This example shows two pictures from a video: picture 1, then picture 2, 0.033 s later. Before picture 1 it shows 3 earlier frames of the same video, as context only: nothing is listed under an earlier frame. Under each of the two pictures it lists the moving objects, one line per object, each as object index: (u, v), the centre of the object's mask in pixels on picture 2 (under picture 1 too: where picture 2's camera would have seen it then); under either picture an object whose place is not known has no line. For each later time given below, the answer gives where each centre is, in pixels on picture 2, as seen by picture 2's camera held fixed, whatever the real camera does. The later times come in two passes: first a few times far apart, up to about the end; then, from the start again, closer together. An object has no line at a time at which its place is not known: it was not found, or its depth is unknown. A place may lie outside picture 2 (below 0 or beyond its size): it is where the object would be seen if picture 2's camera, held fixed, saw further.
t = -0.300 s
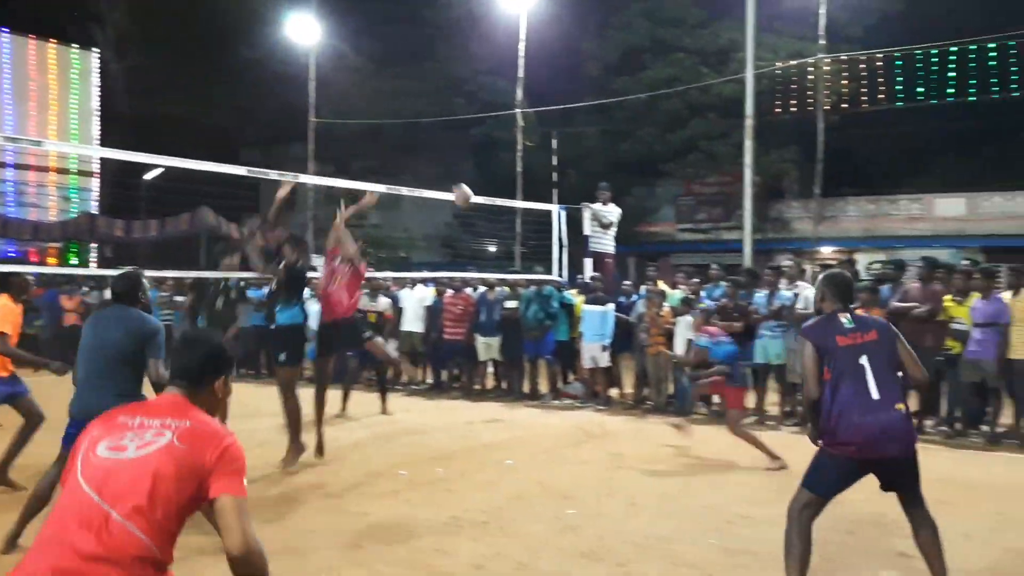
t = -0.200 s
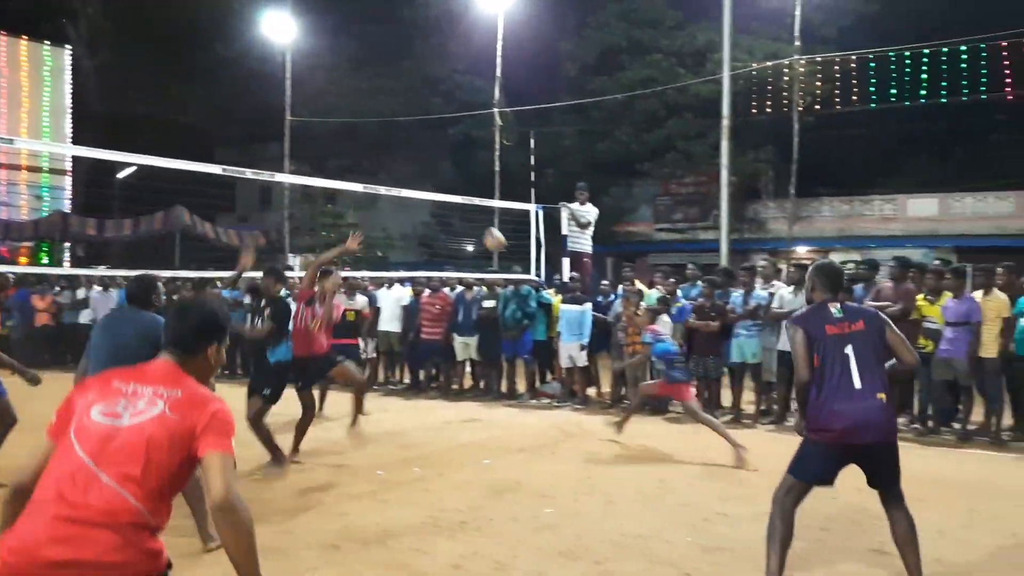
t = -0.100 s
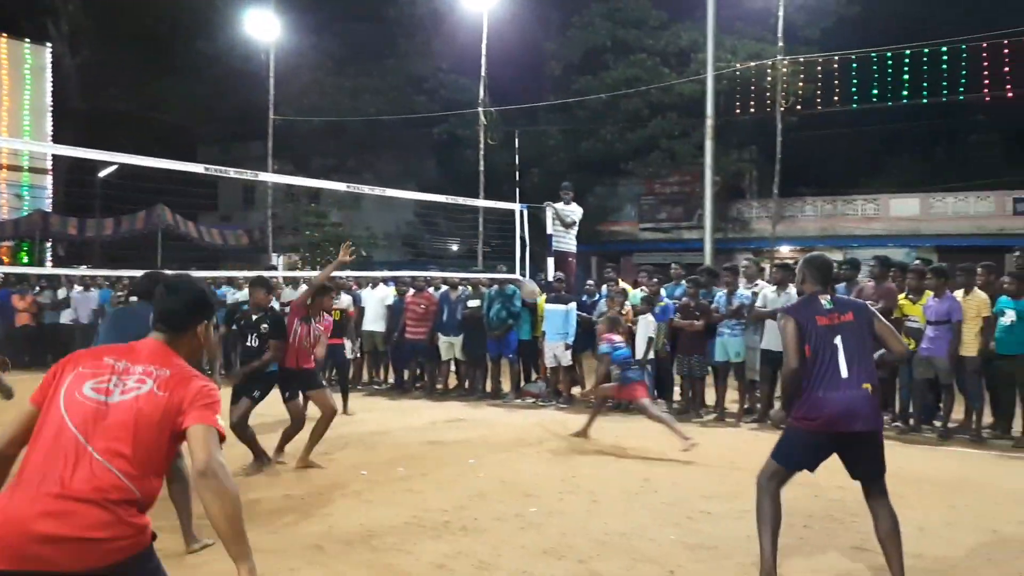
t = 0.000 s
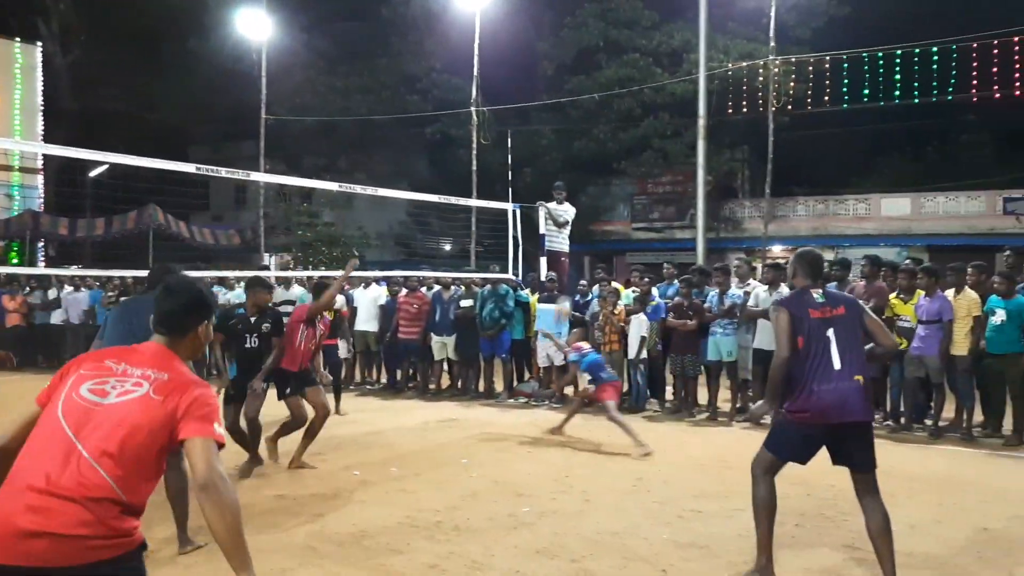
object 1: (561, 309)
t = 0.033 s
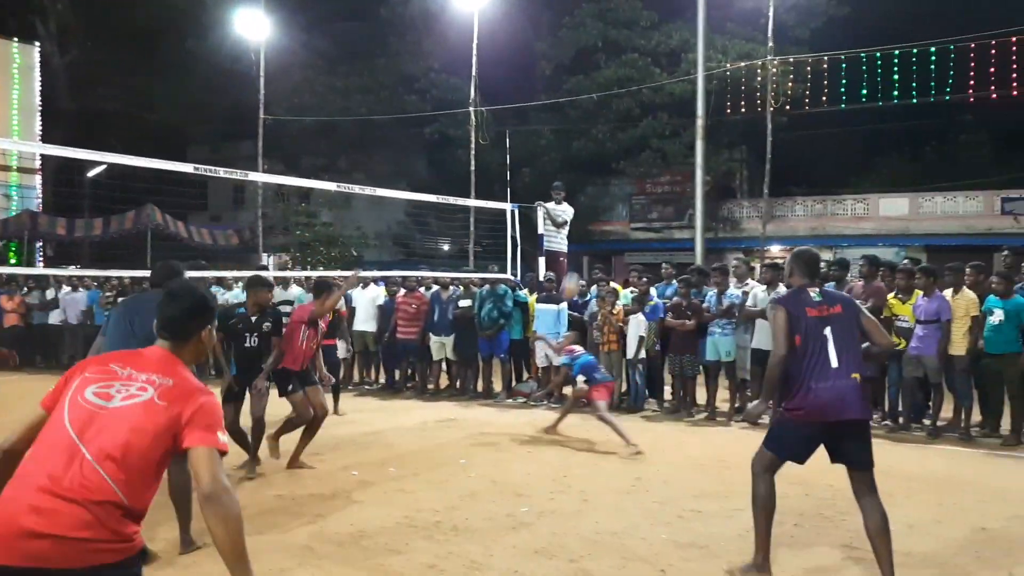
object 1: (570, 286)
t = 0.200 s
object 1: (620, 182)
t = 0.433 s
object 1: (701, 67)
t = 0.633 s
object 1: (781, 6)
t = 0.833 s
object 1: (872, -9)
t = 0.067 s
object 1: (580, 263)
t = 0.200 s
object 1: (620, 182)
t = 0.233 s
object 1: (631, 162)
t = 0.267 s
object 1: (642, 145)
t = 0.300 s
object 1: (653, 126)
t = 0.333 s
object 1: (665, 110)
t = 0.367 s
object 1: (676, 95)
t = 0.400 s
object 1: (687, 80)
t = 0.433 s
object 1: (701, 67)
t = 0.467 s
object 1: (714, 55)
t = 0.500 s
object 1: (726, 42)
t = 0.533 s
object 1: (739, 31)
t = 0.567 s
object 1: (751, 20)
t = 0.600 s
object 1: (767, 14)
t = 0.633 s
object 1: (781, 6)
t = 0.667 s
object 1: (794, 1)
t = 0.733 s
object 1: (823, -5)
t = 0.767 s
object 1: (840, -6)
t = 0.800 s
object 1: (856, -8)
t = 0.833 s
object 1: (872, -9)
